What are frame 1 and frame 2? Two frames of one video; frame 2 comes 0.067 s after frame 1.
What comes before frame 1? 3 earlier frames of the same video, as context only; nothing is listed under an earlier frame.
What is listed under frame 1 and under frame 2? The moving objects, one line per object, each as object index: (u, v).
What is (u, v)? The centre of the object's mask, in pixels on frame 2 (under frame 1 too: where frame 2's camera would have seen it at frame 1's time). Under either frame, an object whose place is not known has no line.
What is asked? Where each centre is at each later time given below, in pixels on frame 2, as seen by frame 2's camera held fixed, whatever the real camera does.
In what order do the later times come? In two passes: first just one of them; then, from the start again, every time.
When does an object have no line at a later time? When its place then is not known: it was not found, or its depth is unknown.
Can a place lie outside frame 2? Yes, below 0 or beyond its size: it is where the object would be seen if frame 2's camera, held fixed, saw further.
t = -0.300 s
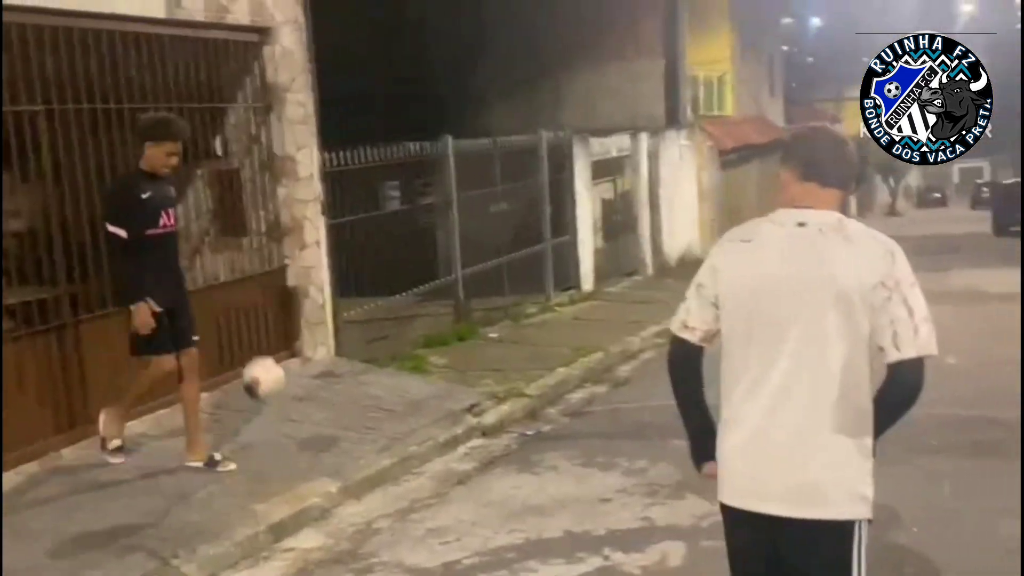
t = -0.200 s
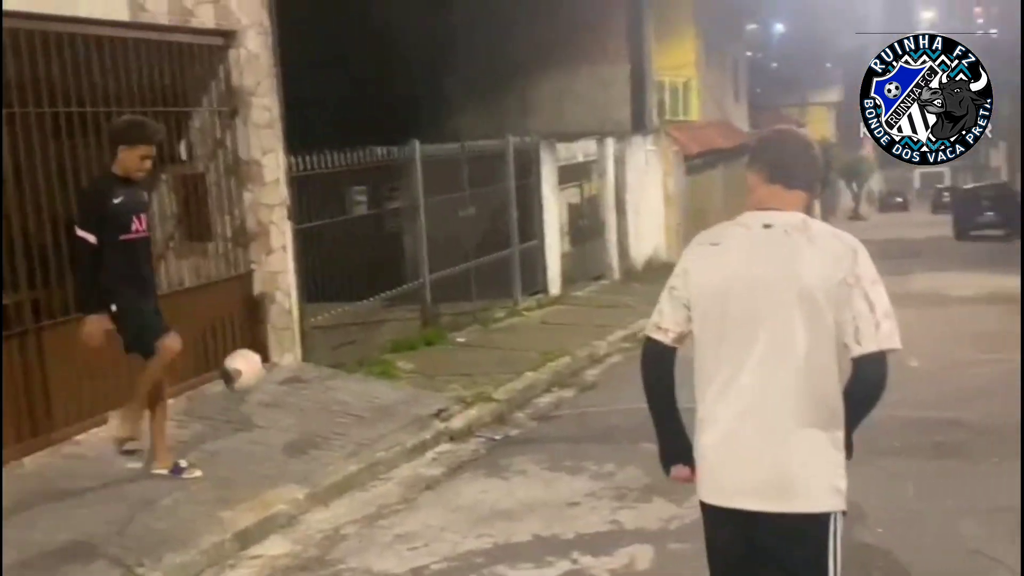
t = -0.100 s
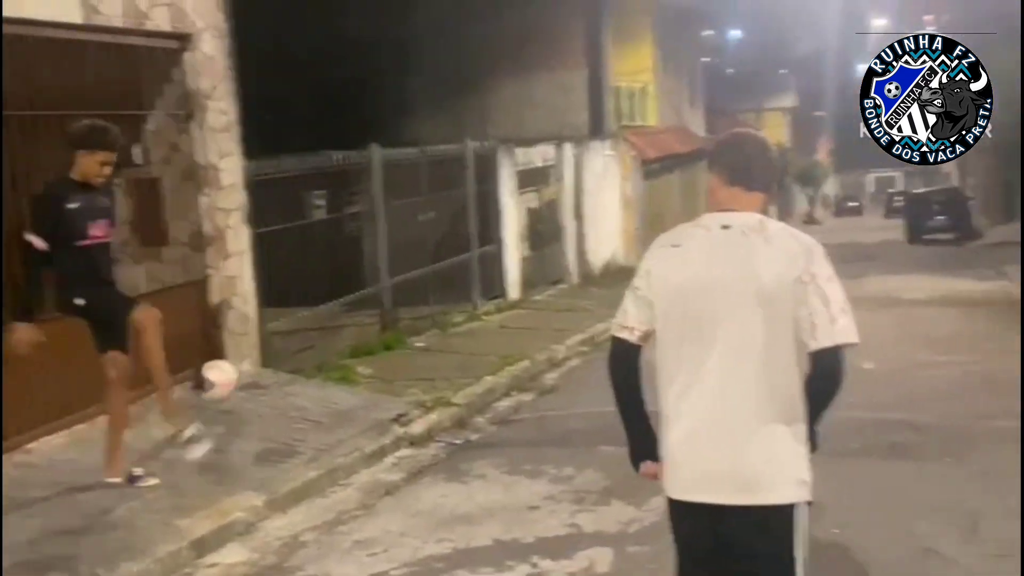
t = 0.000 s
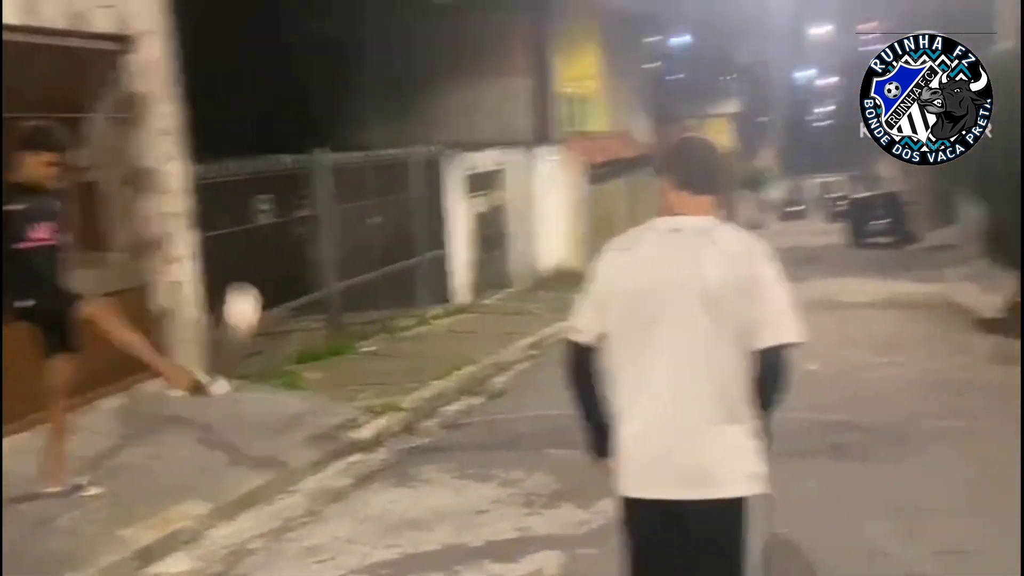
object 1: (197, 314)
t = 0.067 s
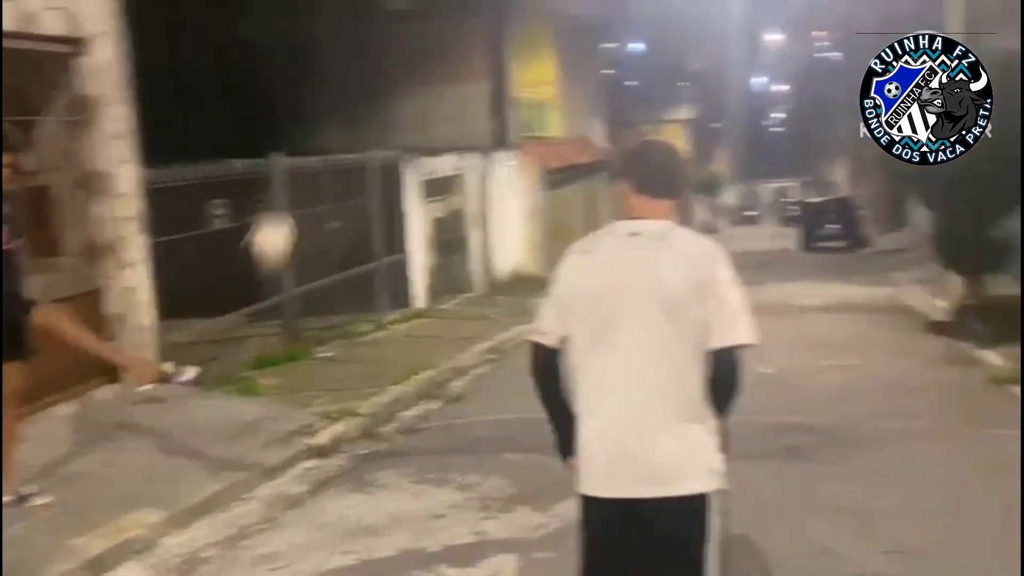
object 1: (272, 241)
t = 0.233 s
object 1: (464, 79)
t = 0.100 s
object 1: (312, 203)
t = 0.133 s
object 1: (349, 170)
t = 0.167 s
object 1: (384, 135)
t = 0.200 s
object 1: (425, 106)
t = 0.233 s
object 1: (464, 79)
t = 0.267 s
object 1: (507, 53)
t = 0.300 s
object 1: (553, 33)
